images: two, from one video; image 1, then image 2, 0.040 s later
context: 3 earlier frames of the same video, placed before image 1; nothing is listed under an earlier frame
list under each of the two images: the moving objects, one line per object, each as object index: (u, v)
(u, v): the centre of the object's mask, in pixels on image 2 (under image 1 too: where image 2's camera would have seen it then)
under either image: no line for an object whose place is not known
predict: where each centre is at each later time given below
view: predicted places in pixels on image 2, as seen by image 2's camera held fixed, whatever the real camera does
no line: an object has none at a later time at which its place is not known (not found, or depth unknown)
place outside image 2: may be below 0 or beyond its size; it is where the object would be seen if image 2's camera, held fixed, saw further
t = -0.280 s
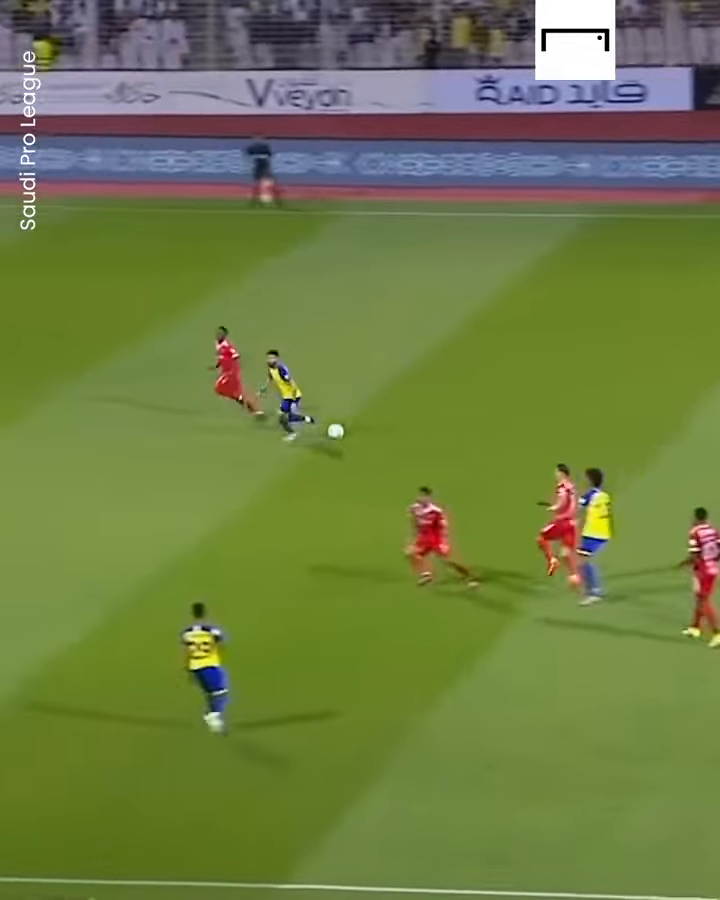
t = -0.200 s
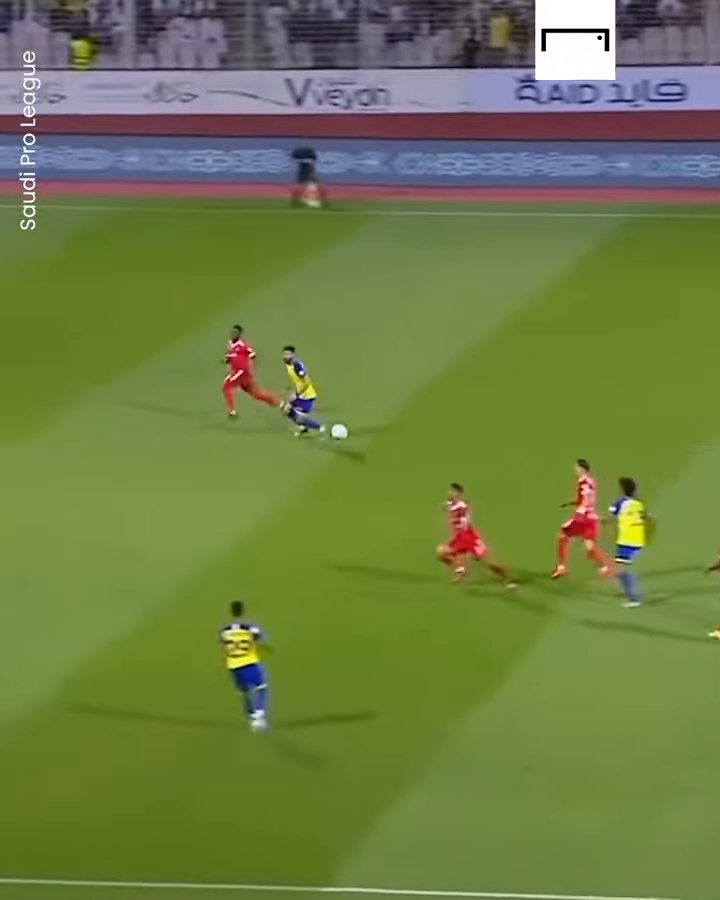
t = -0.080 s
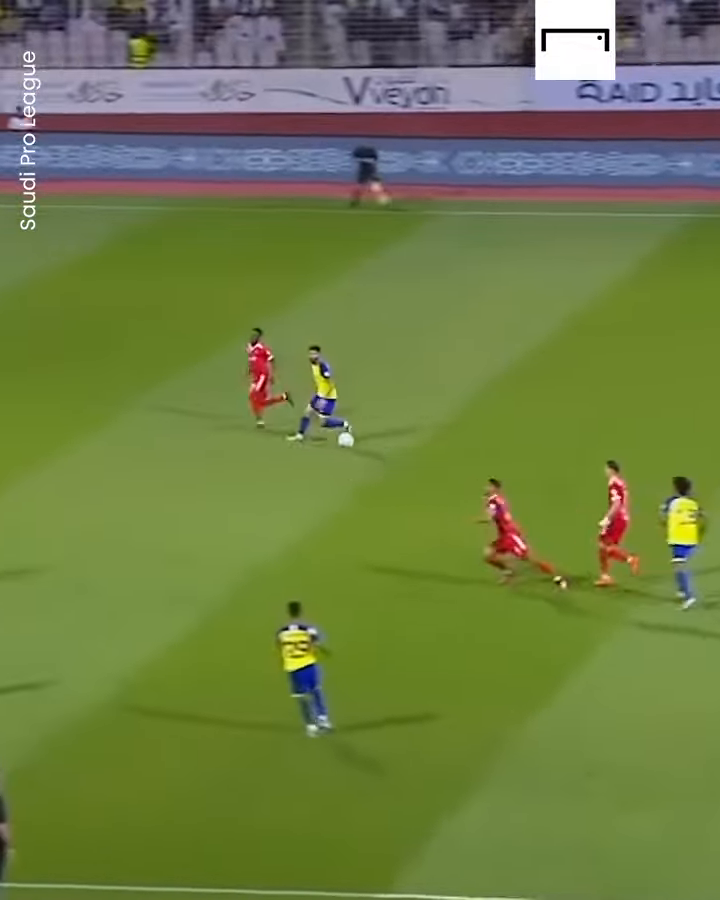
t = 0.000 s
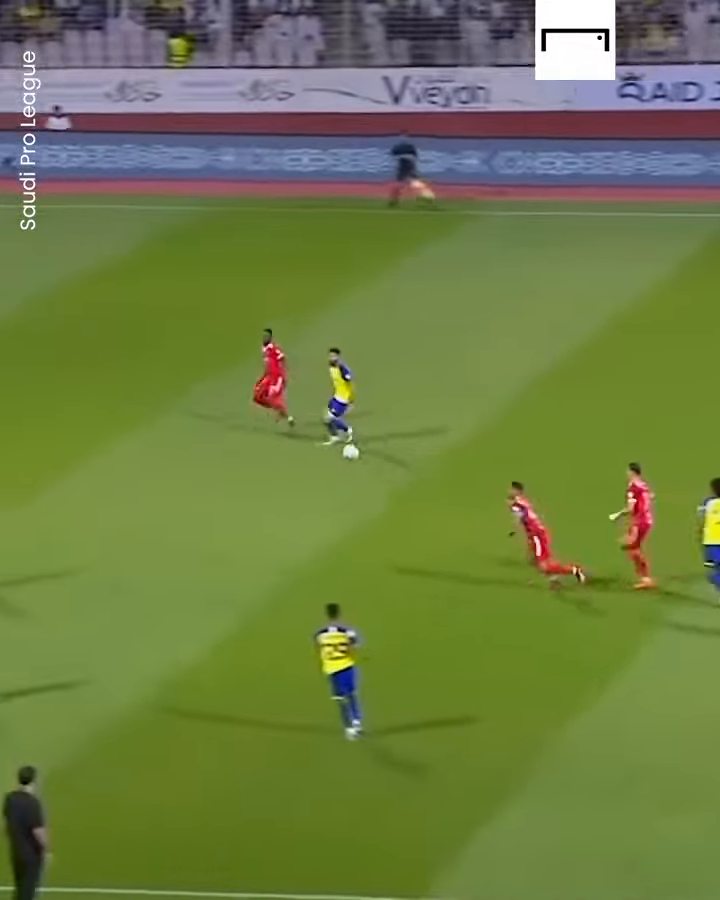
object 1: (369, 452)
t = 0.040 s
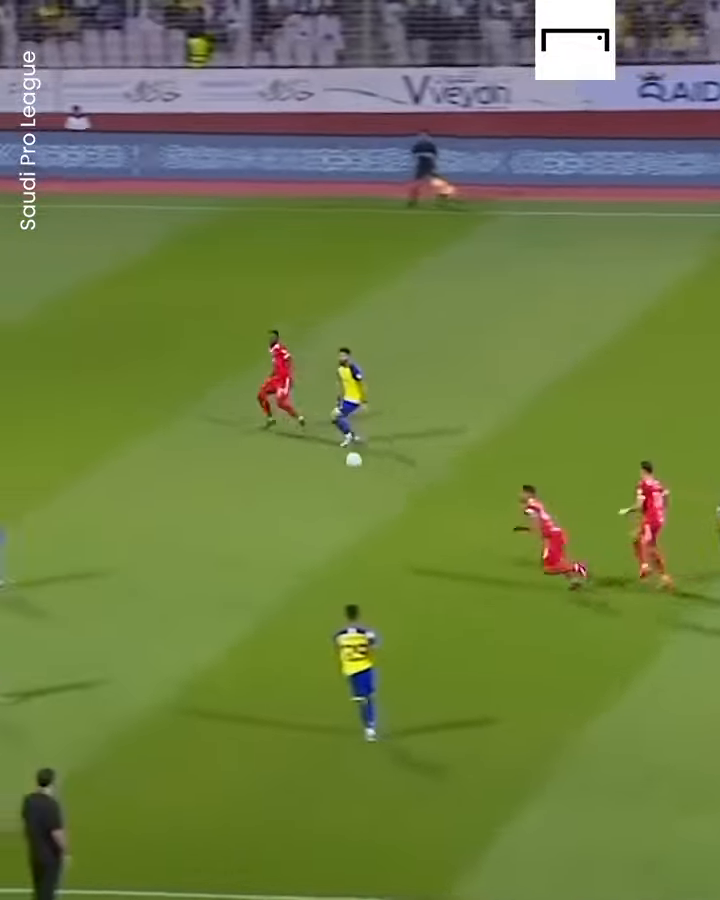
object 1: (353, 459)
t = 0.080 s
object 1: (337, 467)
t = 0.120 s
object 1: (322, 477)
